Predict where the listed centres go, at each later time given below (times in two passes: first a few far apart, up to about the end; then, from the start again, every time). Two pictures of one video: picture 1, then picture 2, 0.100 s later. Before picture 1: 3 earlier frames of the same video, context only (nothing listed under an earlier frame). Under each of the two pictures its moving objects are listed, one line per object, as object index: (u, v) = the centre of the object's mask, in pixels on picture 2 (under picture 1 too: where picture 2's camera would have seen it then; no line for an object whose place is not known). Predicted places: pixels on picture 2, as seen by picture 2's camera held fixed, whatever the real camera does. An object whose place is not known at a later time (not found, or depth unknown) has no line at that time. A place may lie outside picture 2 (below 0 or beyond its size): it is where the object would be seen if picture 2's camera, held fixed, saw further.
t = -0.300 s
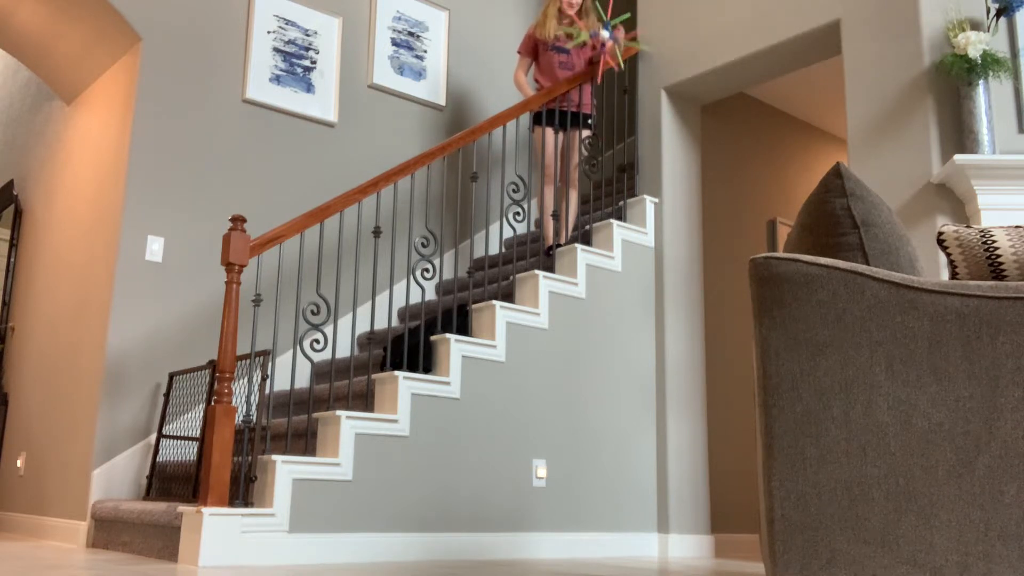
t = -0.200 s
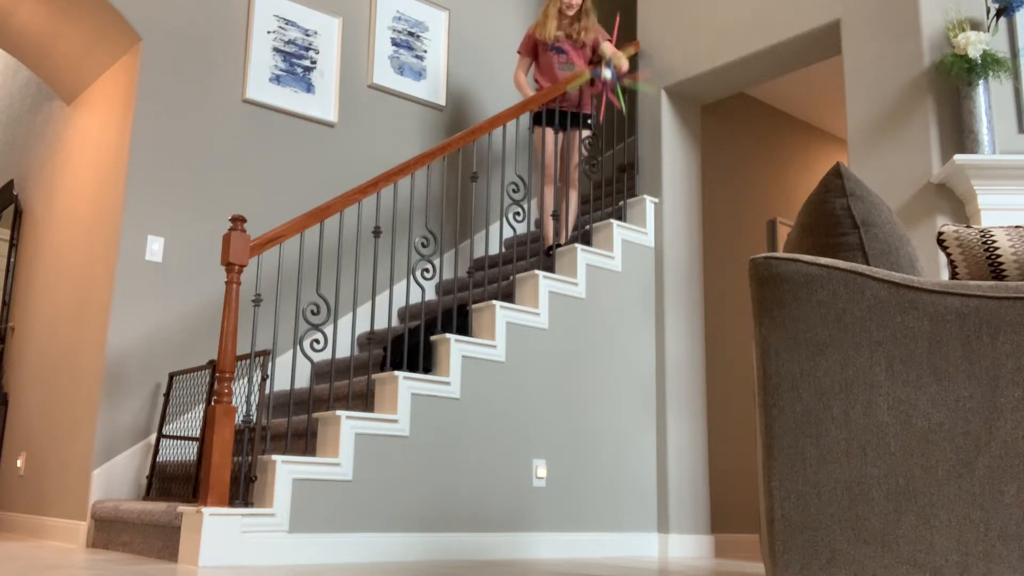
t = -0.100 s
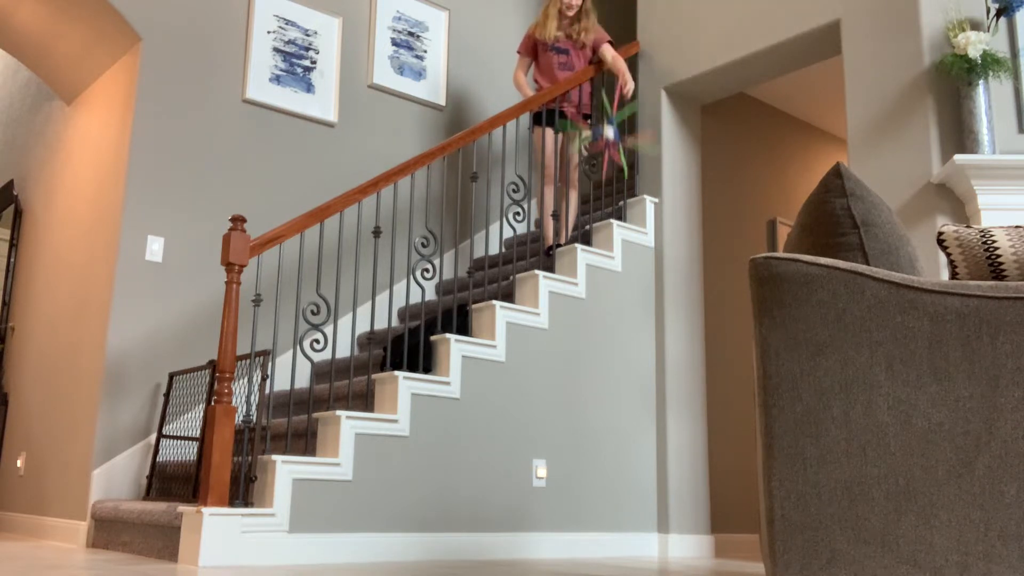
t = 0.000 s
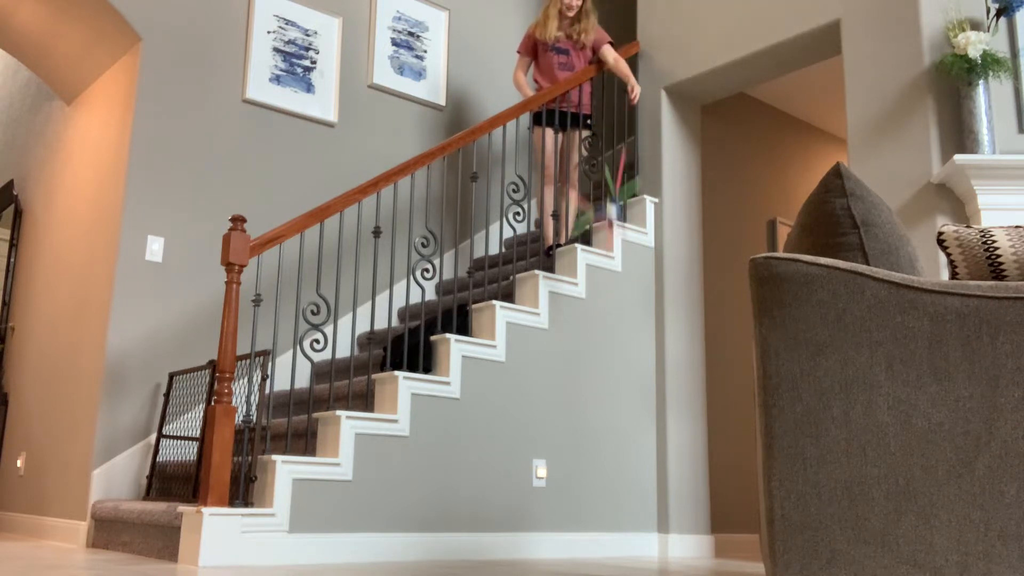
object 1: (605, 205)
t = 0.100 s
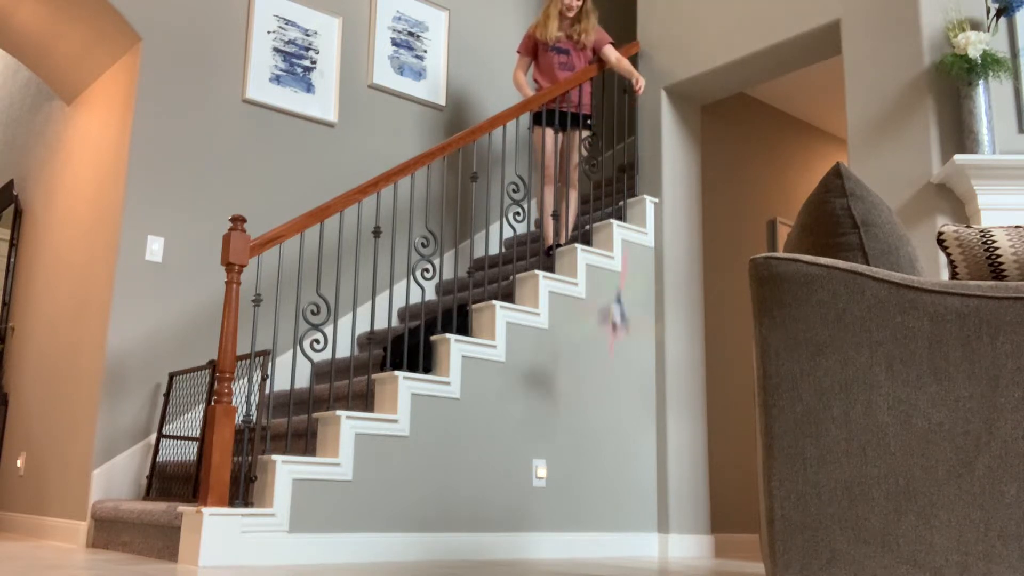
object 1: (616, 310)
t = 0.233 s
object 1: (623, 488)
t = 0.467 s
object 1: (626, 505)
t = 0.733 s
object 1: (636, 521)
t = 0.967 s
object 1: (638, 523)
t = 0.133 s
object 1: (617, 353)
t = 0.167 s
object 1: (618, 393)
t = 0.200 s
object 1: (620, 438)
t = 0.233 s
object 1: (623, 488)
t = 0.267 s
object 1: (625, 529)
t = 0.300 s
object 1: (619, 550)
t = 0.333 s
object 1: (624, 536)
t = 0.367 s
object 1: (626, 525)
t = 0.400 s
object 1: (627, 515)
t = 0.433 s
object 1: (629, 509)
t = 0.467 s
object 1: (626, 505)
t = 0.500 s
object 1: (626, 503)
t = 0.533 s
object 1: (627, 504)
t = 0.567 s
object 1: (627, 506)
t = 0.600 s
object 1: (627, 512)
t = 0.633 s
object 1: (632, 513)
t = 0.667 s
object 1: (631, 515)
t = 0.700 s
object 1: (634, 516)
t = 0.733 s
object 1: (636, 521)
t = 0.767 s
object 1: (637, 522)
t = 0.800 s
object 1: (638, 522)
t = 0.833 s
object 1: (638, 522)
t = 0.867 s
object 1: (637, 523)
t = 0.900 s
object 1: (637, 522)
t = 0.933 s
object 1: (638, 523)
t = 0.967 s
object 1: (638, 523)
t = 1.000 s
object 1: (638, 523)
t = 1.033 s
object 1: (637, 523)
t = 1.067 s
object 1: (638, 523)
